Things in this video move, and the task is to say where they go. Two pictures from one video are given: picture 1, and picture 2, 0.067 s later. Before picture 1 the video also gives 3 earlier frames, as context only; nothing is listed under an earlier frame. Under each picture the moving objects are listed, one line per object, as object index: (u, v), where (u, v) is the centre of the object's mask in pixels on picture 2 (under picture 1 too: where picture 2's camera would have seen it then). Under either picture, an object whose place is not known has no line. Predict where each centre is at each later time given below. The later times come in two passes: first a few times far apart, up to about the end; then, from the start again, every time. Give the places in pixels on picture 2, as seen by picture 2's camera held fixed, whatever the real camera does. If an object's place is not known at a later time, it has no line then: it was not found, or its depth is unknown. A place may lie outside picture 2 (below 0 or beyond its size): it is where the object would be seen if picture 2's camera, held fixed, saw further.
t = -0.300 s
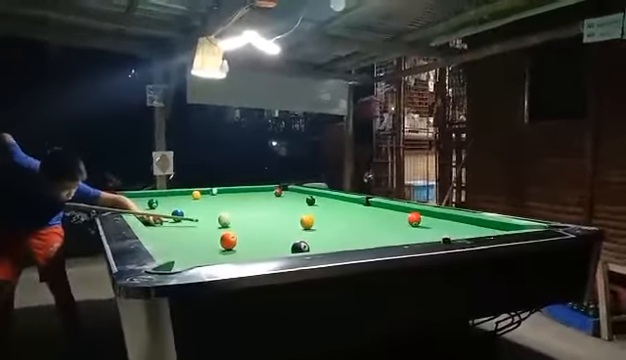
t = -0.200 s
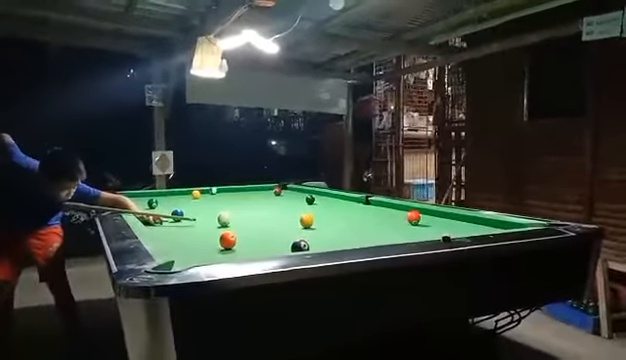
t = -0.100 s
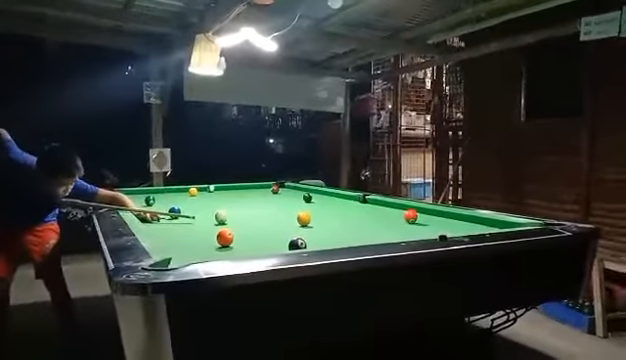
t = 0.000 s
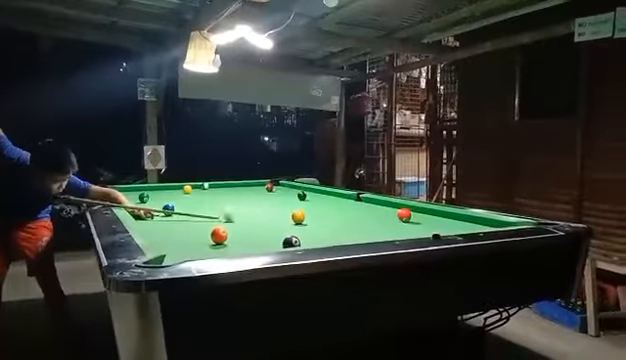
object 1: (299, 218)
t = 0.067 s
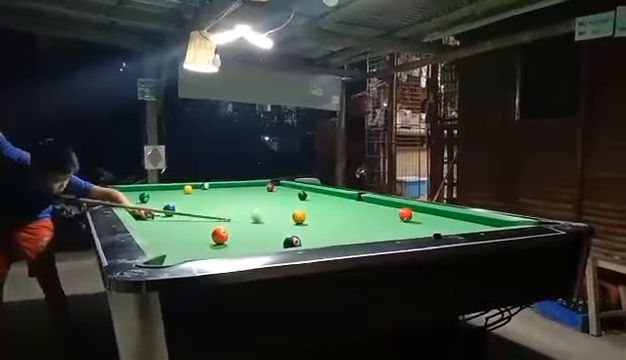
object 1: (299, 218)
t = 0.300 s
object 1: (339, 218)
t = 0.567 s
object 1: (407, 221)
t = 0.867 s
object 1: (487, 222)
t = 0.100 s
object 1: (299, 216)
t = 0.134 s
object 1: (298, 216)
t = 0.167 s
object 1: (305, 217)
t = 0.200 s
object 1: (315, 217)
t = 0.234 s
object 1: (324, 217)
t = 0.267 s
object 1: (332, 217)
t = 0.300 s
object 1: (339, 218)
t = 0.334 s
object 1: (349, 218)
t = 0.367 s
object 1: (357, 218)
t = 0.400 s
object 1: (365, 219)
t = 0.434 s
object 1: (373, 219)
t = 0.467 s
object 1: (381, 219)
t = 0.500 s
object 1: (390, 219)
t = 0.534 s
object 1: (398, 220)
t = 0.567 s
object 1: (407, 221)
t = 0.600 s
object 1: (415, 221)
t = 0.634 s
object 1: (425, 221)
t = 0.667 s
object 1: (432, 222)
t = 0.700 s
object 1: (442, 223)
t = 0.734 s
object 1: (451, 222)
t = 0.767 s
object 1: (460, 222)
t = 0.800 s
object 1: (469, 222)
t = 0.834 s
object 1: (477, 223)
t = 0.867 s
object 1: (487, 222)
